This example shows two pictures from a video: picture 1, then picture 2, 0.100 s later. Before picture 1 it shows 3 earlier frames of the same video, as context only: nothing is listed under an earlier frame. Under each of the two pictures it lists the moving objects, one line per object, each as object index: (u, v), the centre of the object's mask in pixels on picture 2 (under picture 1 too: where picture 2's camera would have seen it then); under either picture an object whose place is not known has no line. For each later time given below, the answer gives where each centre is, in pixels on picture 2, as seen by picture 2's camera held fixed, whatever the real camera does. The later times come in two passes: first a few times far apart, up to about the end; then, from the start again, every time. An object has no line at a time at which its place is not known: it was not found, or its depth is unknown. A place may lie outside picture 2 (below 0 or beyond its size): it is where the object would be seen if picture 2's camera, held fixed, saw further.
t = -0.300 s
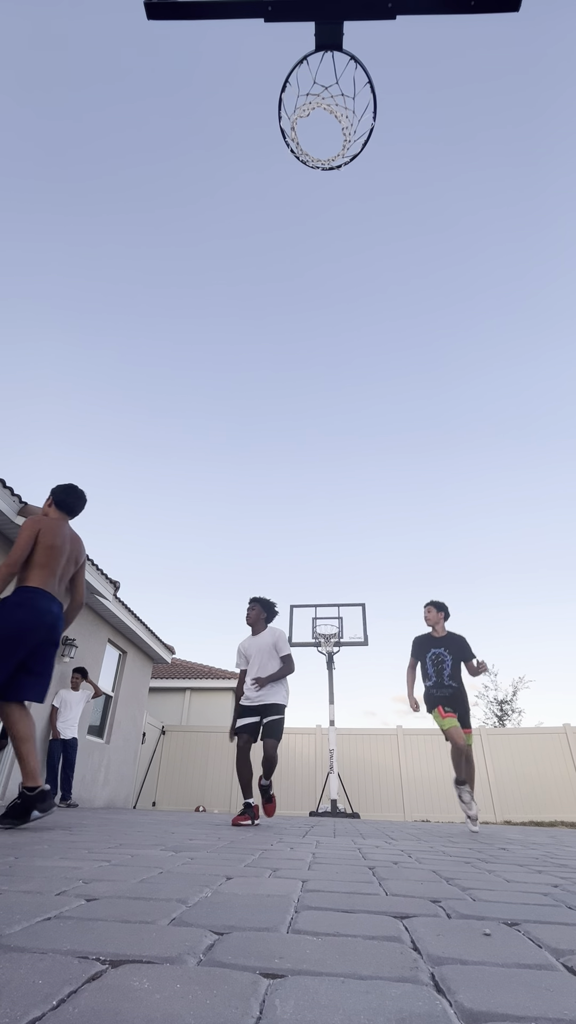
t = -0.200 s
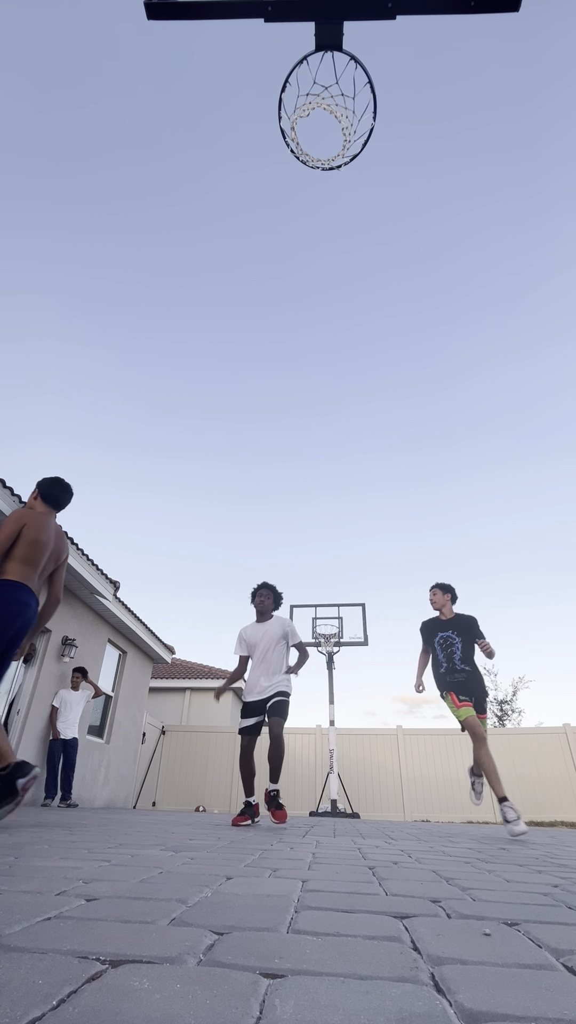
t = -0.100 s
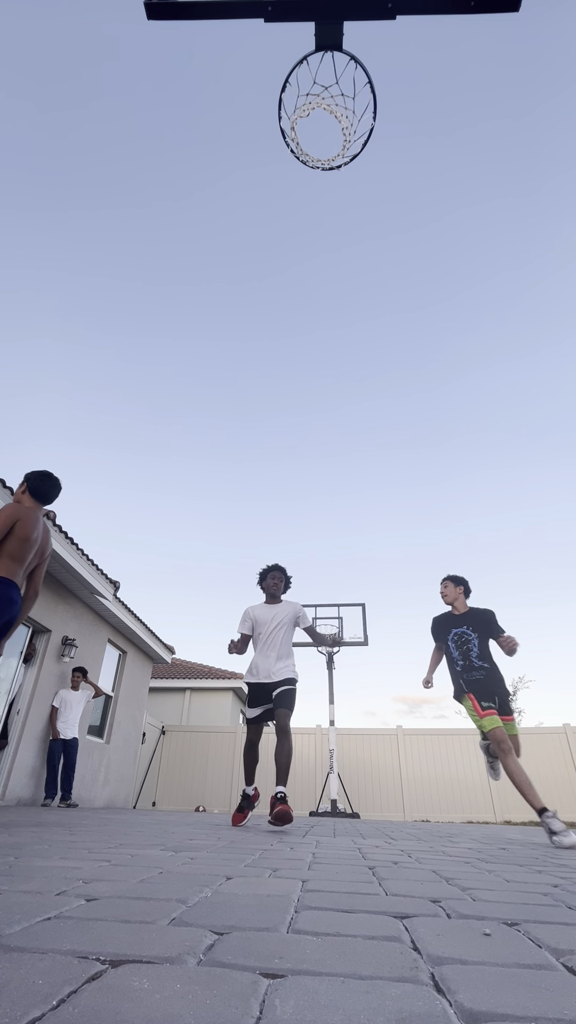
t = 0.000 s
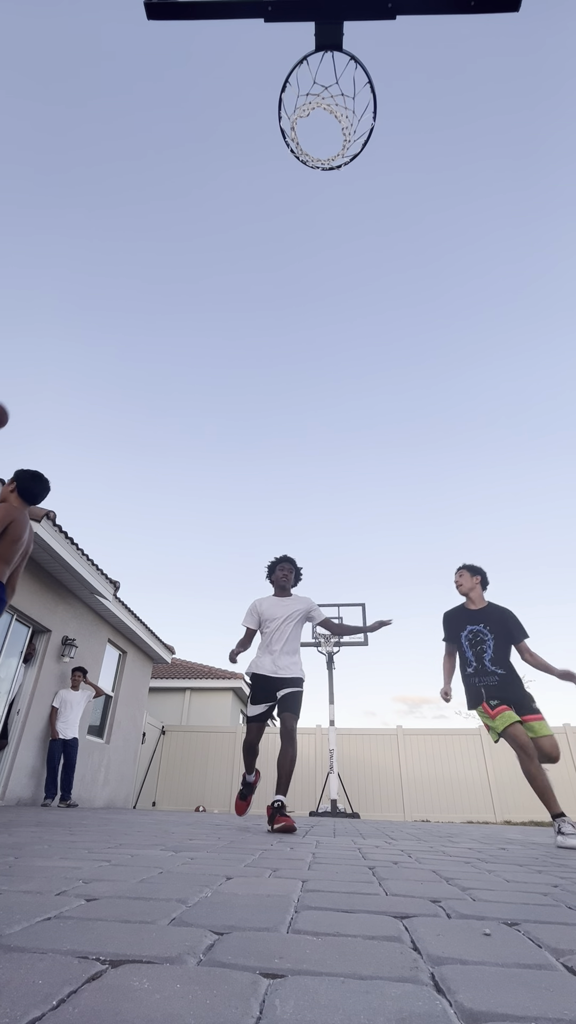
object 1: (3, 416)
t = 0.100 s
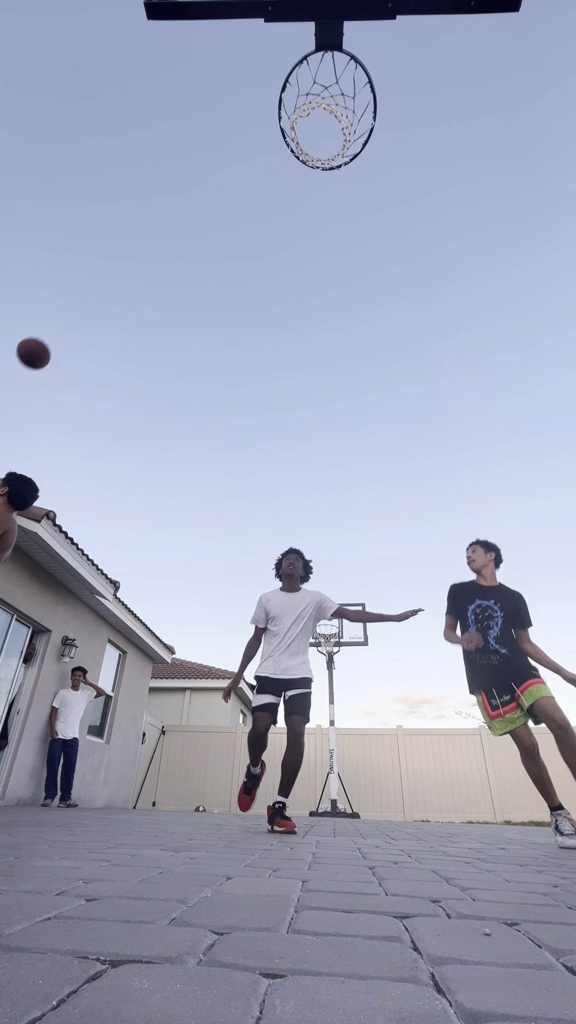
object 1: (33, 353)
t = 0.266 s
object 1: (96, 269)
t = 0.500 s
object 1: (175, 175)
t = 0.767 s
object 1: (280, 82)
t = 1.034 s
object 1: (389, 62)
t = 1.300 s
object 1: (468, 111)
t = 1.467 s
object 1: (529, 164)
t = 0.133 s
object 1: (46, 335)
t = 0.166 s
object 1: (59, 317)
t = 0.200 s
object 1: (72, 300)
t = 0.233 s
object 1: (84, 284)
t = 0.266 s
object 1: (96, 269)
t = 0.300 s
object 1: (107, 254)
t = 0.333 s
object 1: (119, 240)
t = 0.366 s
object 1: (130, 226)
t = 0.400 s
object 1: (141, 213)
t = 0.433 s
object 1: (152, 200)
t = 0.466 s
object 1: (164, 187)
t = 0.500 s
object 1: (175, 175)
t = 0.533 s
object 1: (187, 163)
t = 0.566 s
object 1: (199, 151)
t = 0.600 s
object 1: (211, 140)
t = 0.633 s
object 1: (224, 128)
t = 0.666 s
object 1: (237, 117)
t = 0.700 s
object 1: (251, 105)
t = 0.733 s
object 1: (264, 93)
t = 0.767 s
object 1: (280, 82)
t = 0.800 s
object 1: (298, 70)
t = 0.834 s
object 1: (315, 63)
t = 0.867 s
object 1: (335, 59)
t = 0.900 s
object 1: (348, 56)
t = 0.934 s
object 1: (358, 54)
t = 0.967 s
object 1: (368, 56)
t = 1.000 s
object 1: (378, 58)
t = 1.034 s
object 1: (389, 62)
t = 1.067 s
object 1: (398, 66)
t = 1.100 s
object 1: (408, 71)
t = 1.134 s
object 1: (418, 76)
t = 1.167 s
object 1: (427, 82)
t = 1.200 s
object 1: (437, 88)
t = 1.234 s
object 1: (447, 95)
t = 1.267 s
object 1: (457, 102)
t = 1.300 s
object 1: (468, 111)
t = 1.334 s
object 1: (479, 120)
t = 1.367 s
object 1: (490, 129)
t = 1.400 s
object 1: (503, 140)
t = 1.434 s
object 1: (516, 152)
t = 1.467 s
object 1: (529, 164)
